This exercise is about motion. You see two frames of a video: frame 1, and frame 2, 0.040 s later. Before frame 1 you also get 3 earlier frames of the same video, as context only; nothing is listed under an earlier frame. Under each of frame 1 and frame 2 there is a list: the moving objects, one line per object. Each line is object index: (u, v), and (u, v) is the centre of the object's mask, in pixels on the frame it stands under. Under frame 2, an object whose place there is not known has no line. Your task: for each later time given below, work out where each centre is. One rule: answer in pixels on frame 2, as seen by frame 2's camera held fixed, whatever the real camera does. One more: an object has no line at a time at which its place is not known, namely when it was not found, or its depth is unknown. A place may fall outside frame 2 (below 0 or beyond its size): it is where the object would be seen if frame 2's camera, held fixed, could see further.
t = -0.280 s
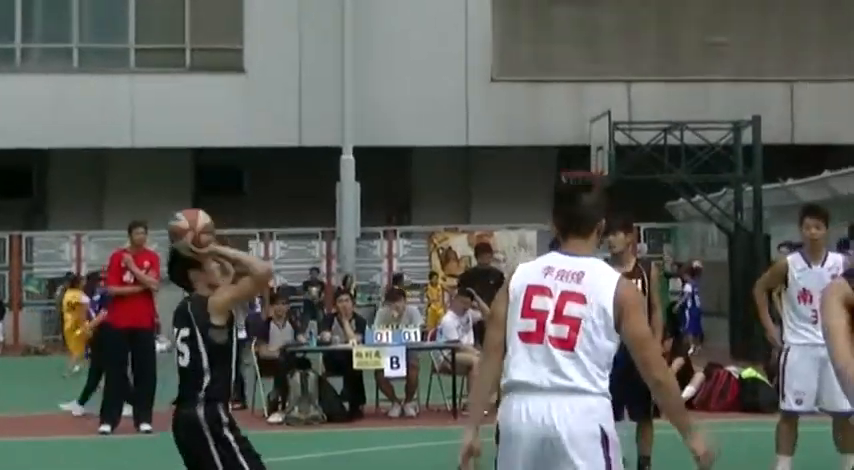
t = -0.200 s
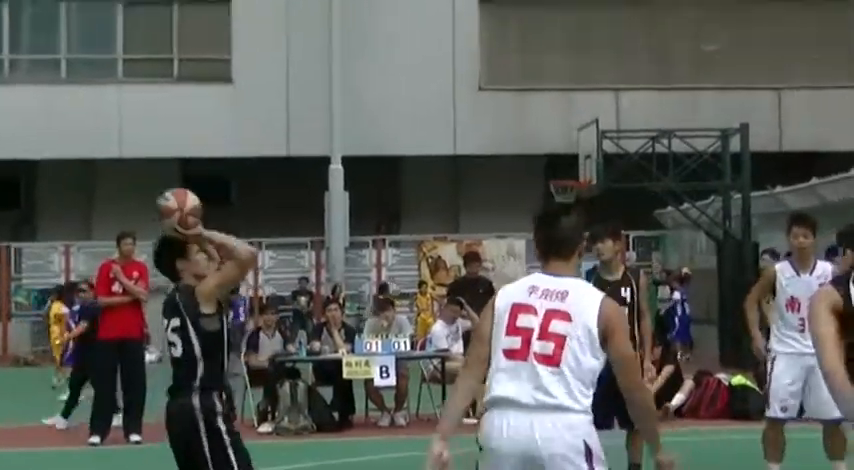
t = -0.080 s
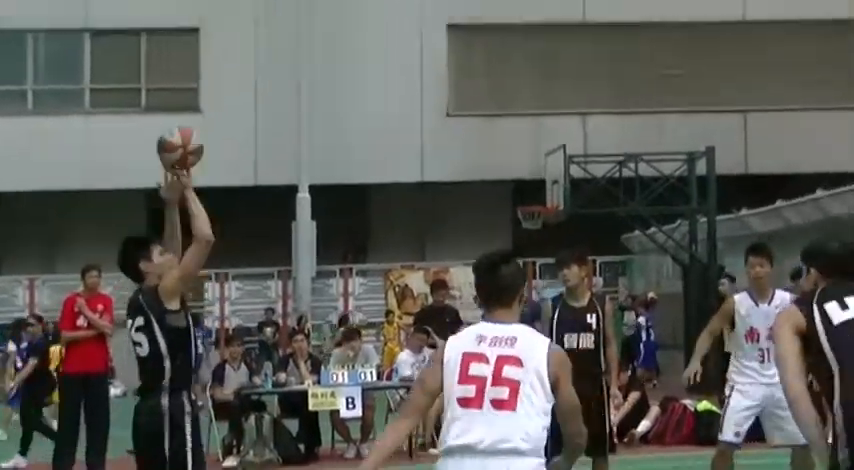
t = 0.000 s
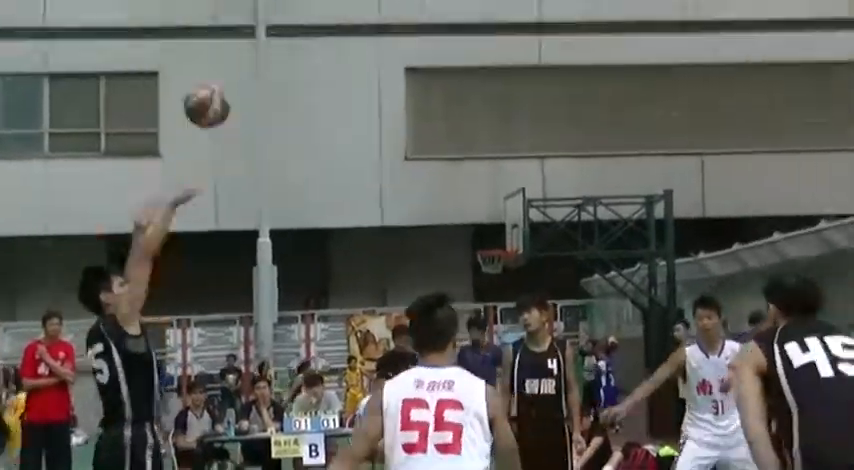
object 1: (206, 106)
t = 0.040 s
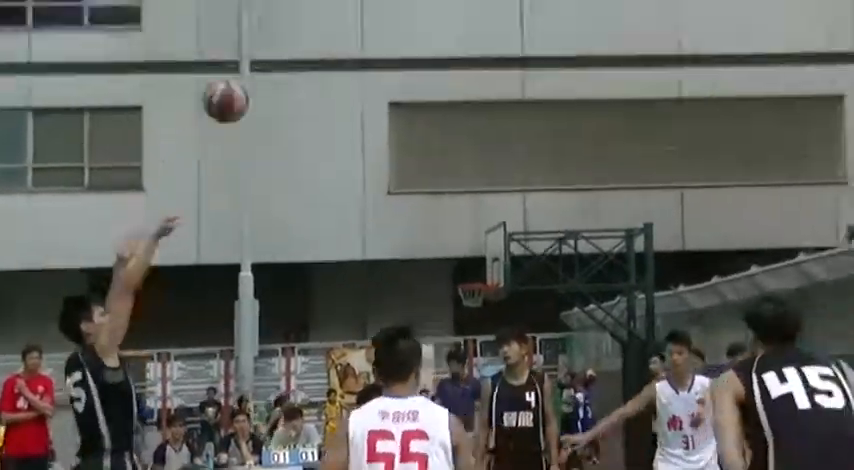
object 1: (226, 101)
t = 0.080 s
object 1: (263, 66)
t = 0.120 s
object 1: (298, 32)
